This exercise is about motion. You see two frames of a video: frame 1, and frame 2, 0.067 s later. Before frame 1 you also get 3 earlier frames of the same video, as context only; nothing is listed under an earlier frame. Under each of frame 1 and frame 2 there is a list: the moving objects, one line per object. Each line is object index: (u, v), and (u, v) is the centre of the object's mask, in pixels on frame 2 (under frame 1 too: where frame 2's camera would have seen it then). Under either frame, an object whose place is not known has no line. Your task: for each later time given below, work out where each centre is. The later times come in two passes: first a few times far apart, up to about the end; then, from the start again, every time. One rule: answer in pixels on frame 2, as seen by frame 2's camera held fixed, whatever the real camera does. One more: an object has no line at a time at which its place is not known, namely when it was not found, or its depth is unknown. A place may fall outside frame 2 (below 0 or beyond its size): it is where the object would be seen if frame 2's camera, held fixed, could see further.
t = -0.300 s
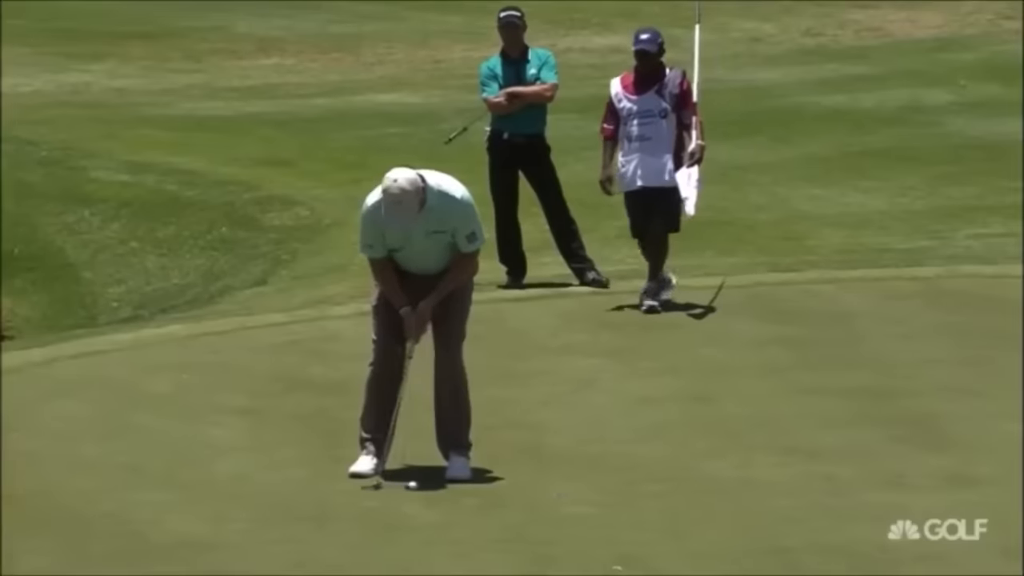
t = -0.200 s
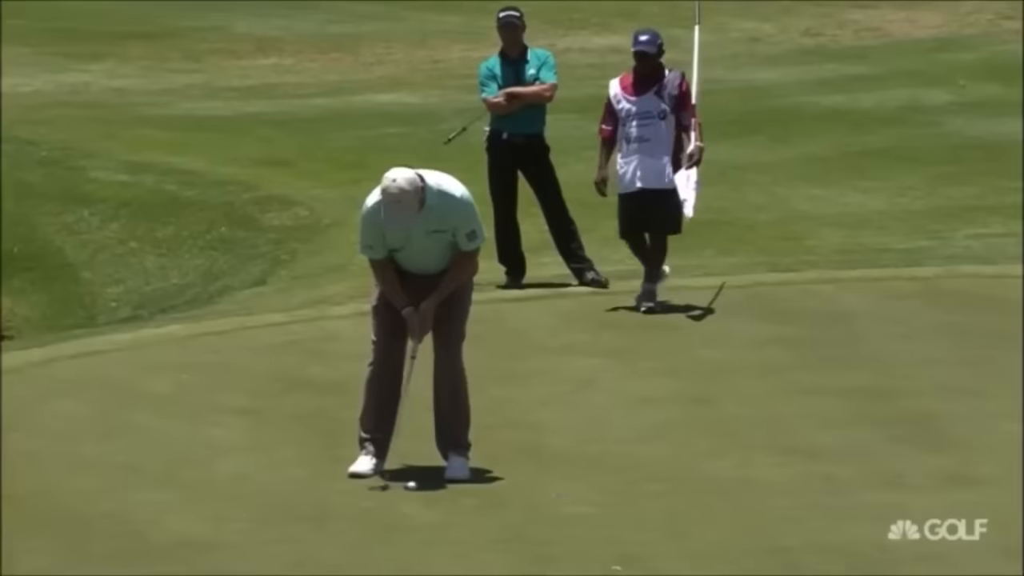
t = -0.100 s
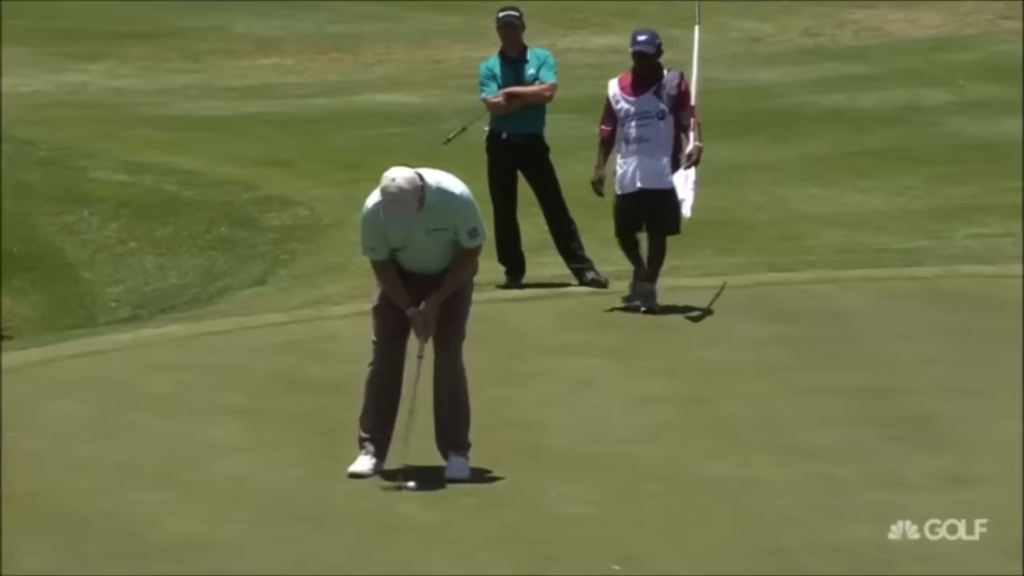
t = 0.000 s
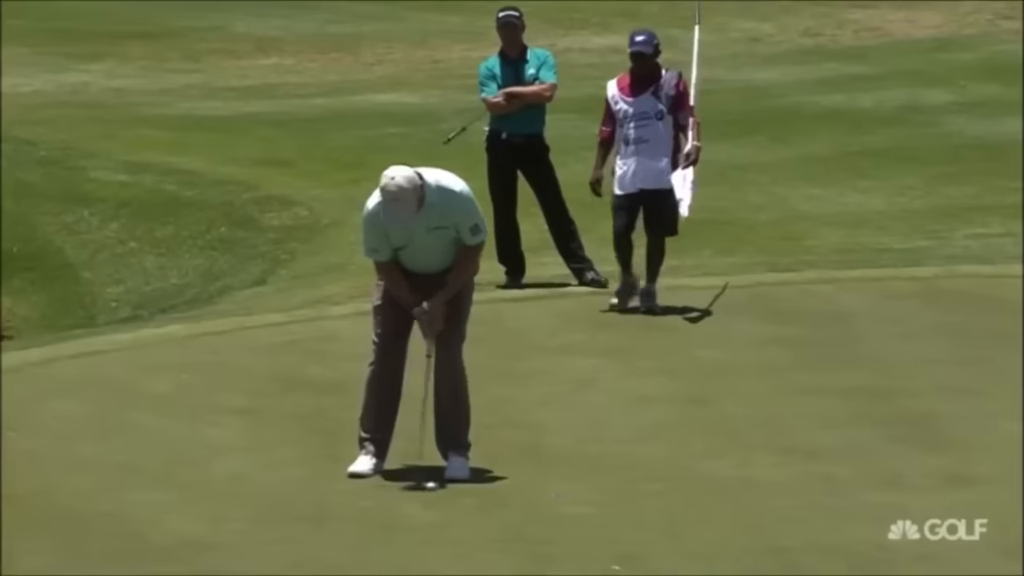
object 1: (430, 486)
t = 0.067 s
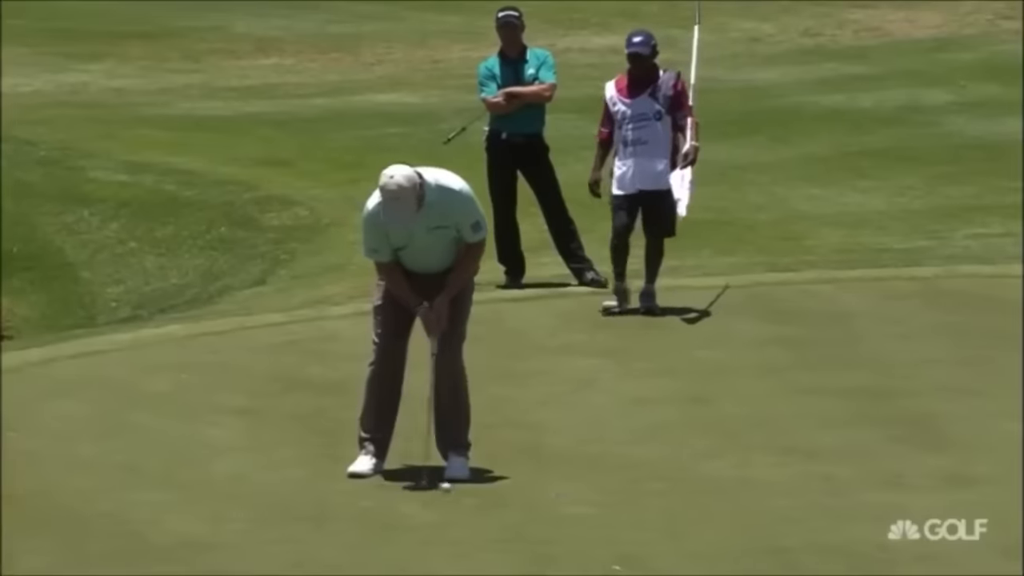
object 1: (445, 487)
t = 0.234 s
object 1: (478, 488)
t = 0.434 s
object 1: (514, 490)
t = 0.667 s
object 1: (550, 492)
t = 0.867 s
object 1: (577, 492)
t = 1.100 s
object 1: (604, 494)
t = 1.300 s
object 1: (623, 494)
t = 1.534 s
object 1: (640, 494)
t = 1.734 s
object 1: (649, 494)
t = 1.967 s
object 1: (655, 494)
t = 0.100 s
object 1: (452, 487)
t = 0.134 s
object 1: (458, 487)
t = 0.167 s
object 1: (465, 487)
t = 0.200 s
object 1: (472, 488)
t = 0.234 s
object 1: (478, 488)
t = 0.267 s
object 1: (484, 489)
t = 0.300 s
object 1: (490, 489)
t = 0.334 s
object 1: (495, 490)
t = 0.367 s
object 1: (501, 490)
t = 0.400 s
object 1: (508, 491)
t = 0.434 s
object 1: (514, 490)
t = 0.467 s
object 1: (519, 490)
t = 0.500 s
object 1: (525, 491)
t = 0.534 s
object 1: (530, 491)
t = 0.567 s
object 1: (535, 491)
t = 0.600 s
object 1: (540, 491)
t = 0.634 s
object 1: (545, 492)
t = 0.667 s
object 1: (550, 492)
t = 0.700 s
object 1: (555, 492)
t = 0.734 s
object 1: (559, 492)
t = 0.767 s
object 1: (564, 492)
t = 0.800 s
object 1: (568, 493)
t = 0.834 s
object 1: (573, 493)
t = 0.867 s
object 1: (577, 492)
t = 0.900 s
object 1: (581, 493)
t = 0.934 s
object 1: (585, 493)
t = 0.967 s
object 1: (589, 493)
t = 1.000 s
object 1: (593, 493)
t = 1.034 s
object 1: (597, 493)
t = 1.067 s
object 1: (601, 493)
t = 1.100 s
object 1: (604, 494)
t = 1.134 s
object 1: (607, 493)
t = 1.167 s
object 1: (611, 493)
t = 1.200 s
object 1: (614, 494)
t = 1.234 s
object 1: (617, 494)
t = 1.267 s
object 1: (620, 494)
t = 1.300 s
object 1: (623, 494)
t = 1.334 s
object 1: (626, 494)
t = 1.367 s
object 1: (629, 494)
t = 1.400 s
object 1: (631, 494)
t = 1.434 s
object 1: (633, 494)
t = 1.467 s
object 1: (636, 494)
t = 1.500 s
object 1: (638, 494)
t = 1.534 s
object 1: (640, 494)
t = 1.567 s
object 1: (642, 494)
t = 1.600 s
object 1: (643, 494)
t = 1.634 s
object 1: (645, 494)
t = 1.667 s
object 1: (647, 494)
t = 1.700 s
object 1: (648, 494)
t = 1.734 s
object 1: (649, 494)
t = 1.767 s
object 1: (650, 494)
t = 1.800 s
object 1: (651, 494)
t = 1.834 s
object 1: (653, 494)
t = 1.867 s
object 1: (653, 494)
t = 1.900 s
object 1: (654, 494)
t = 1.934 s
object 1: (655, 494)
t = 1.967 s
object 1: (655, 494)
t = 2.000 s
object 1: (656, 494)
